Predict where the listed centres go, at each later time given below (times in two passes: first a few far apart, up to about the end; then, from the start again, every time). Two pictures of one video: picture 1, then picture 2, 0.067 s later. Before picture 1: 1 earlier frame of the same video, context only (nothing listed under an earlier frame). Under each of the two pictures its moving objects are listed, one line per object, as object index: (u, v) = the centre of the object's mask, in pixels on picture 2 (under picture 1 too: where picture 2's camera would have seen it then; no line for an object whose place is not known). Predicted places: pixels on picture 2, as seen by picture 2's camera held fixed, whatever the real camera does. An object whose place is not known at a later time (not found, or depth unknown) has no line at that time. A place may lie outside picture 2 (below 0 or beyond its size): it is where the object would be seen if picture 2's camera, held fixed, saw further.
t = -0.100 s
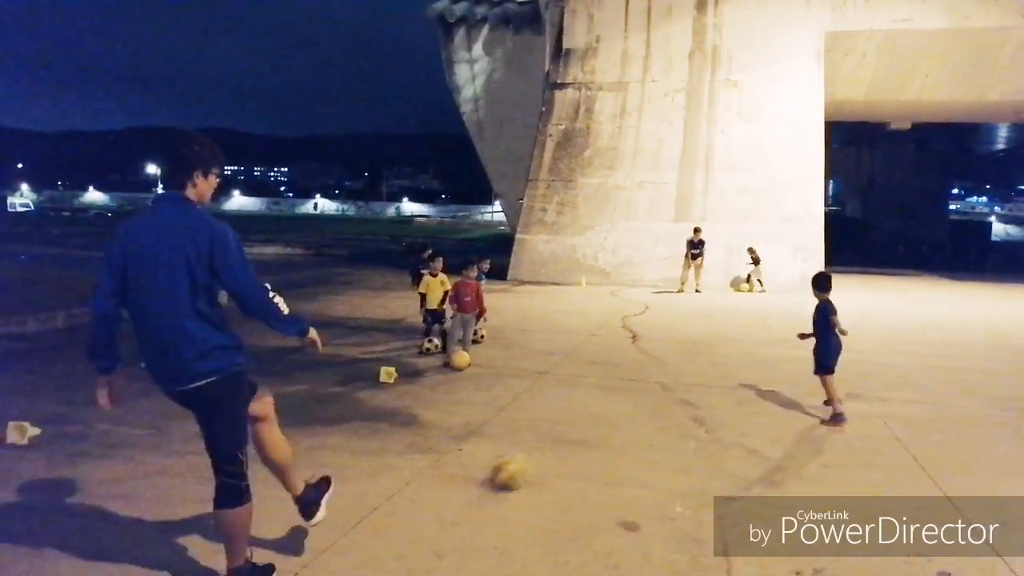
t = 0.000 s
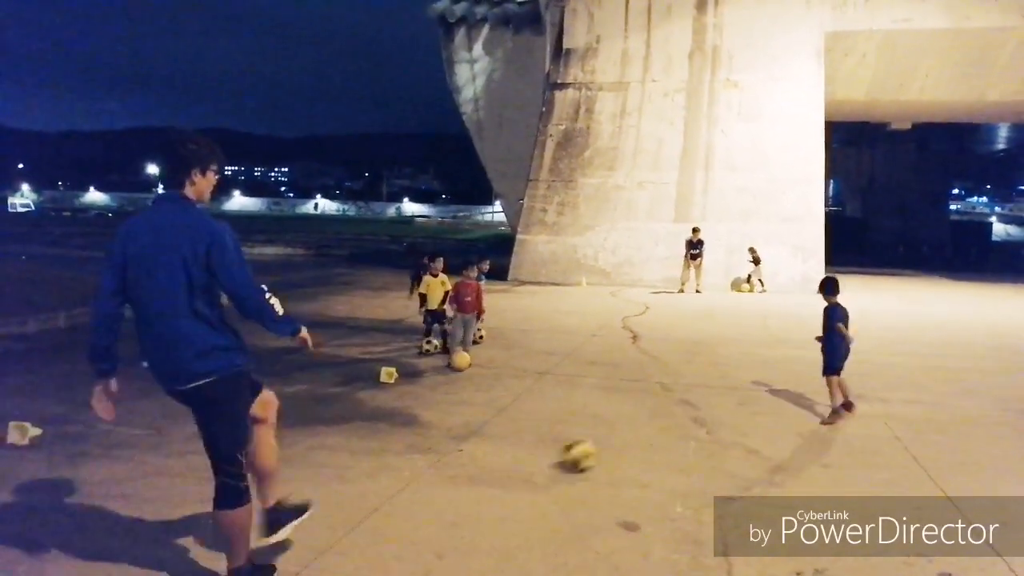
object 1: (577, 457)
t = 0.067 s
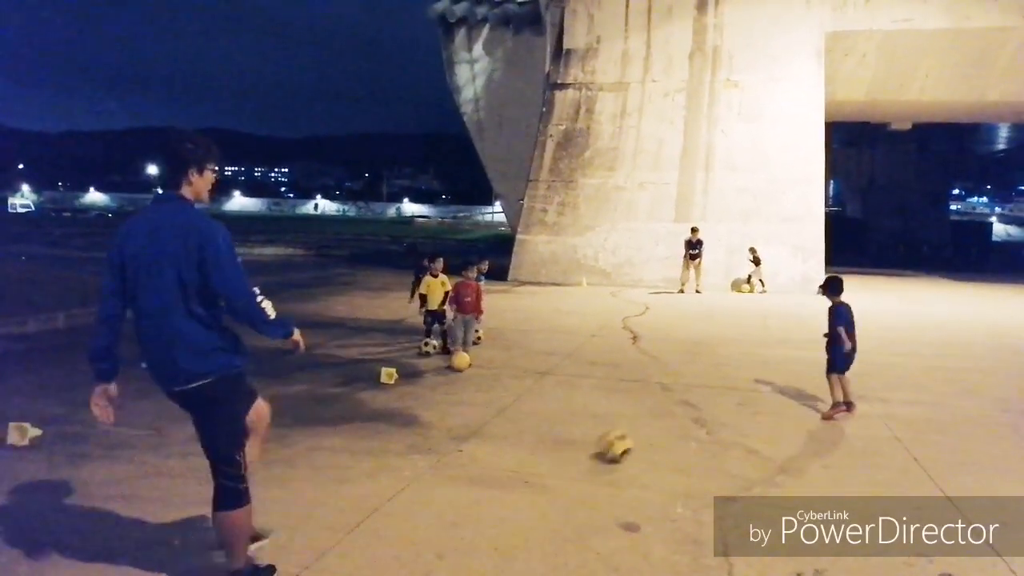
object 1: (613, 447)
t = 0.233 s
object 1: (685, 427)
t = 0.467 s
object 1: (755, 408)
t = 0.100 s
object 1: (630, 443)
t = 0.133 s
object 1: (646, 440)
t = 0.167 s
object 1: (658, 436)
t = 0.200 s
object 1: (673, 432)
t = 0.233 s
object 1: (685, 427)
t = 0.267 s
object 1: (695, 425)
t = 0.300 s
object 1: (704, 422)
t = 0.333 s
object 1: (715, 419)
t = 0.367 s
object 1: (727, 416)
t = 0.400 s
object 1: (737, 412)
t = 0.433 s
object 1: (746, 409)
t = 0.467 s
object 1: (755, 408)
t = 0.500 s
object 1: (763, 404)
